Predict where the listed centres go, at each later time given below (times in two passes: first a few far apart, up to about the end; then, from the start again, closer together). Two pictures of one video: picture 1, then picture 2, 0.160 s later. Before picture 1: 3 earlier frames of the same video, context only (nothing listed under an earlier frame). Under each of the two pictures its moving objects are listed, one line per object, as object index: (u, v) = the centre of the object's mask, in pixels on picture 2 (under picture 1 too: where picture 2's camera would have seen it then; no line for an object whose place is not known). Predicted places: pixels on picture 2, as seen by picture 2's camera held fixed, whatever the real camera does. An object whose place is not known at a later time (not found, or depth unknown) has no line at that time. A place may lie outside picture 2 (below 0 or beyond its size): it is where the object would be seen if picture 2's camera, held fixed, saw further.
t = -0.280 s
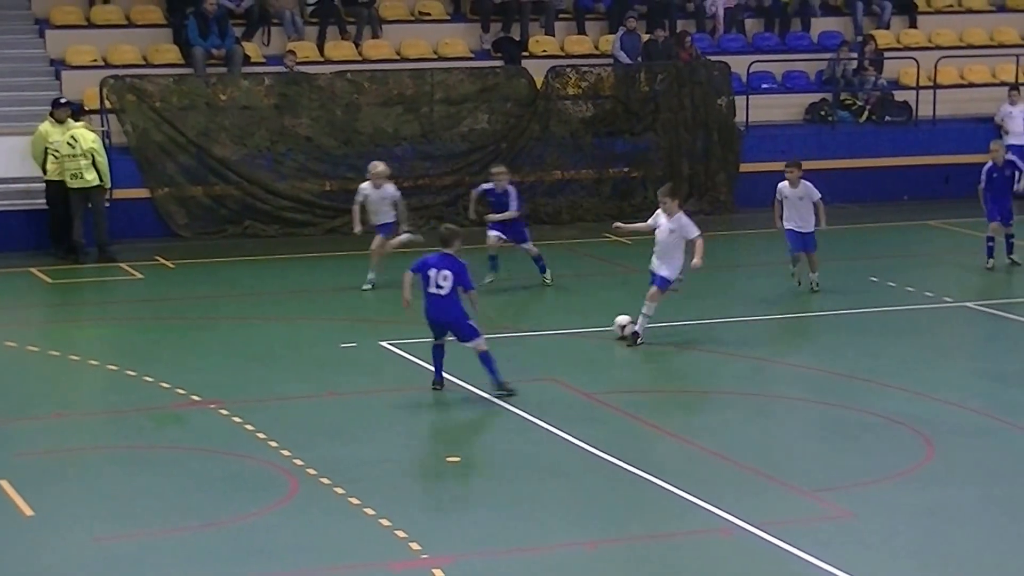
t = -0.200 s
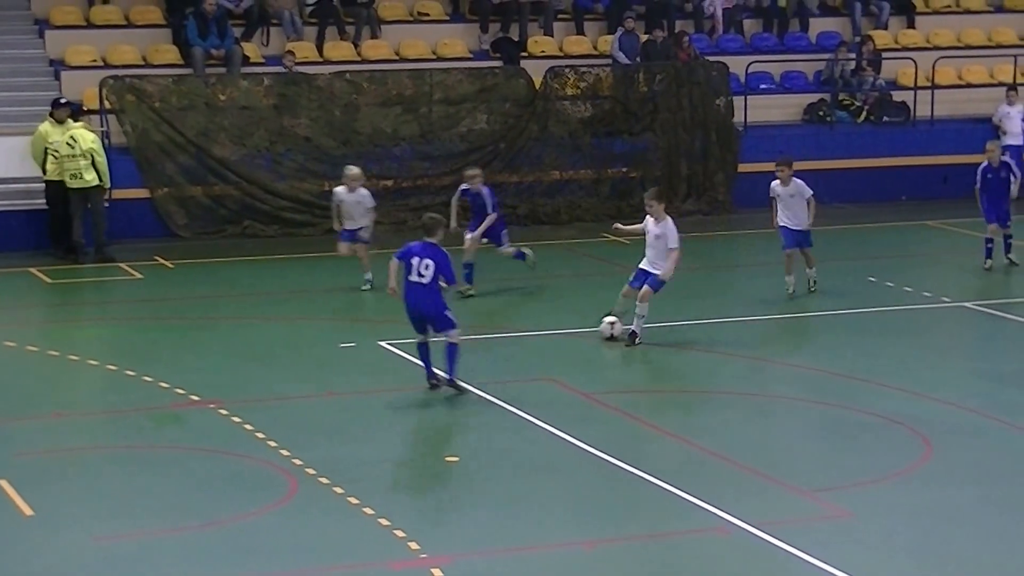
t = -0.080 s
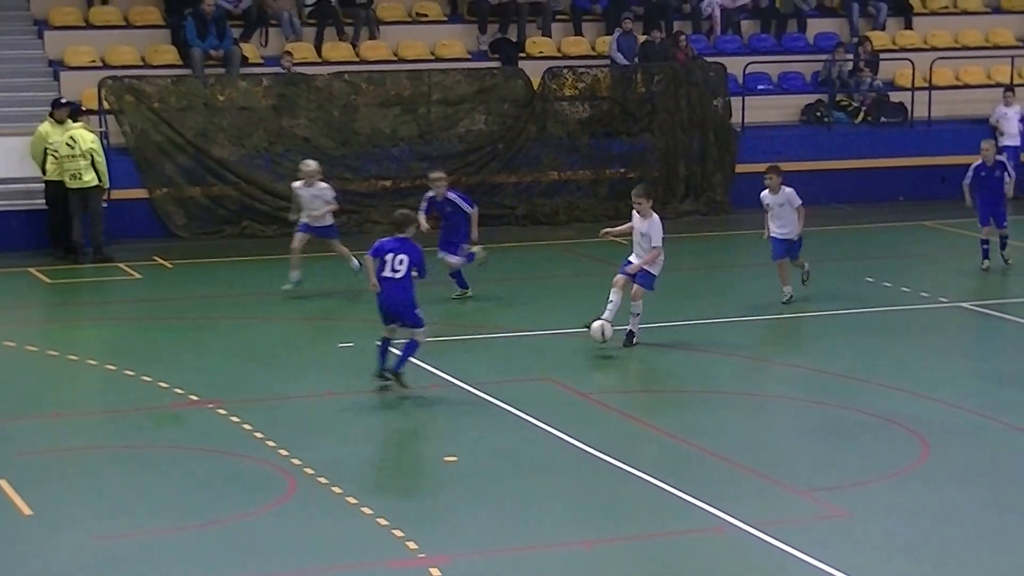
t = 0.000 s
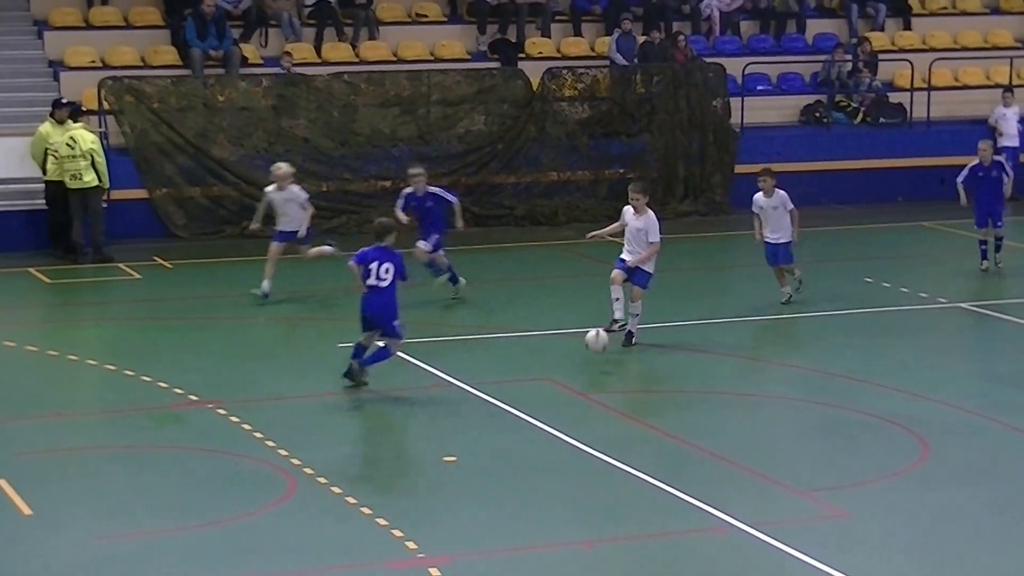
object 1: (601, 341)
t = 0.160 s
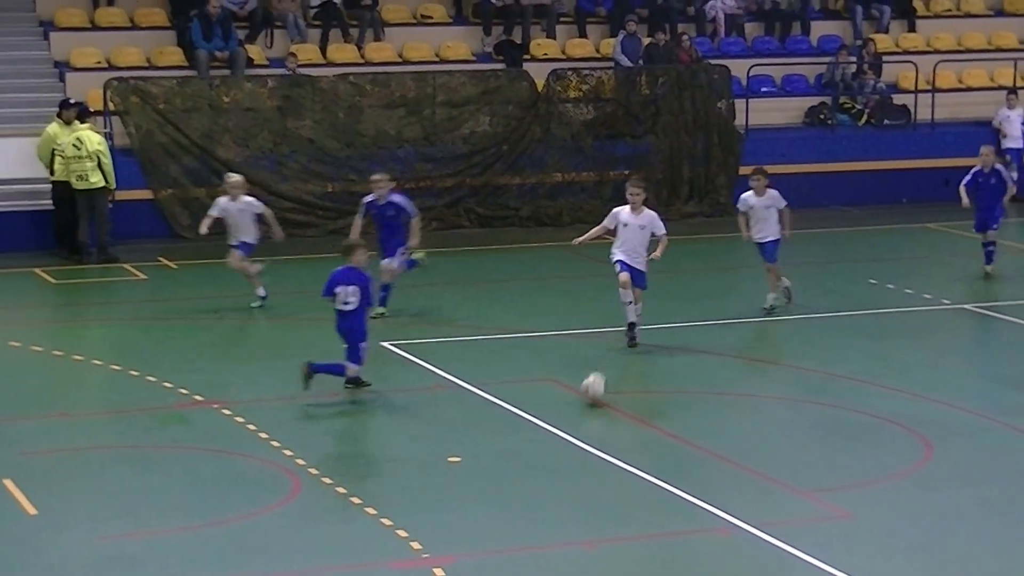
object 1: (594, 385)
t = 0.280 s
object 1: (584, 397)
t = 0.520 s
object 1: (563, 461)
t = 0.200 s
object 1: (591, 393)
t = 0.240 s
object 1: (587, 394)
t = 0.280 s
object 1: (584, 397)
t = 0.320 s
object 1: (581, 402)
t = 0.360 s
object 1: (579, 410)
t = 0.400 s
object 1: (573, 420)
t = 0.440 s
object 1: (570, 435)
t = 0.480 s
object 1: (568, 451)
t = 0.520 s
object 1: (563, 461)
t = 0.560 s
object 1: (560, 464)
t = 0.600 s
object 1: (557, 467)
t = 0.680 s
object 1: (547, 488)
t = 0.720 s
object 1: (545, 502)
